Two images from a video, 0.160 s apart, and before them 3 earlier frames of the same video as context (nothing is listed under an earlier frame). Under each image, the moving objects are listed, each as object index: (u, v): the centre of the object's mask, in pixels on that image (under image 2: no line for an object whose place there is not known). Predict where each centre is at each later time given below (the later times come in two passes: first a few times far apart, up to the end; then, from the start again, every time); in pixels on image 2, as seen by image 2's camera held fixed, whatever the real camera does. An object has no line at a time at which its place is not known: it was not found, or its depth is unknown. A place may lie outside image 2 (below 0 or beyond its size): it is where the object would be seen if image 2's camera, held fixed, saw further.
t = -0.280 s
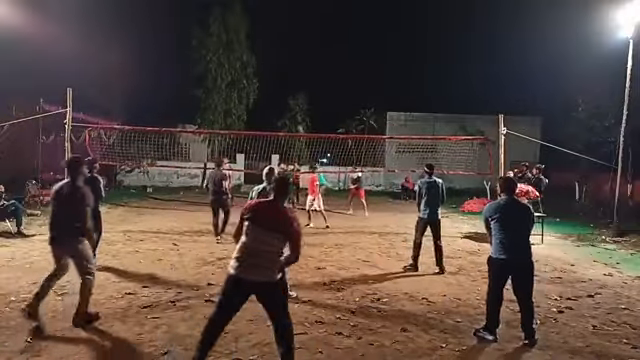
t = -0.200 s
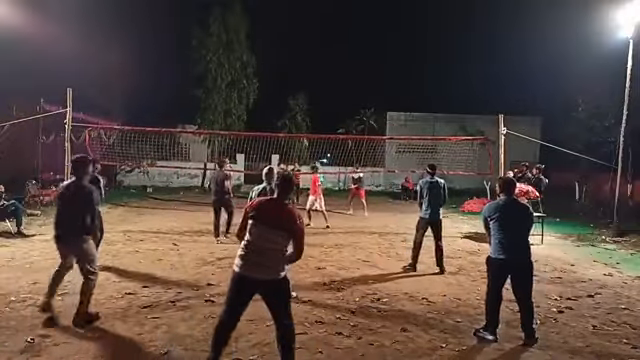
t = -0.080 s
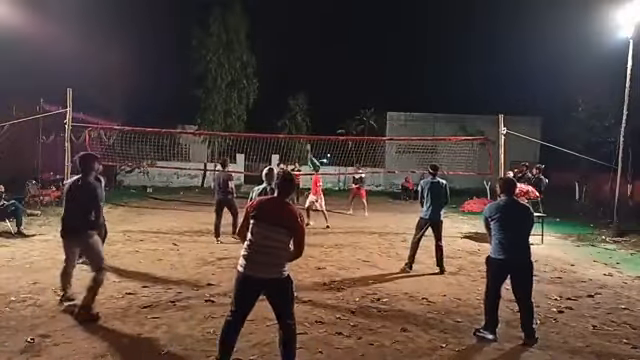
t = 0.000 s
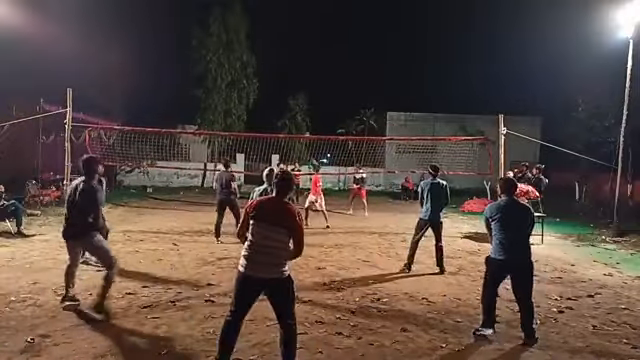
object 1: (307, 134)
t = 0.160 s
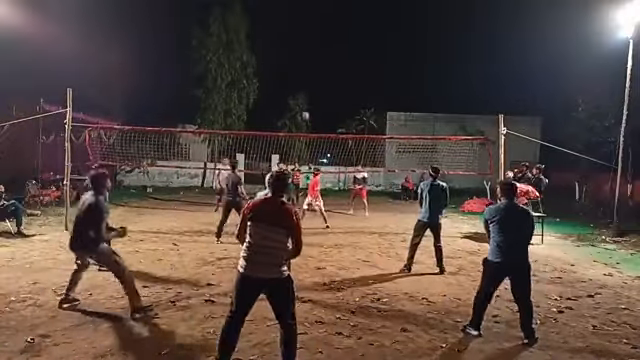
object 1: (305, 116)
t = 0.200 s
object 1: (305, 111)
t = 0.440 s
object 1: (303, 93)
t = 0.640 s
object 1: (303, 98)
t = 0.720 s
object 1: (302, 108)
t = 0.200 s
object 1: (305, 111)
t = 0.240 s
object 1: (305, 107)
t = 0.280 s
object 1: (304, 103)
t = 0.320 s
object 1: (304, 99)
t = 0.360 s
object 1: (304, 97)
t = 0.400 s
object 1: (304, 95)
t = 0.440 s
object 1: (303, 93)
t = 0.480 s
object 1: (303, 92)
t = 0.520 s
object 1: (302, 92)
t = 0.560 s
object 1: (303, 93)
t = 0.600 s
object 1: (303, 95)
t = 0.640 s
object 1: (303, 98)
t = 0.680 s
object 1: (302, 102)
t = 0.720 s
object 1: (302, 108)
